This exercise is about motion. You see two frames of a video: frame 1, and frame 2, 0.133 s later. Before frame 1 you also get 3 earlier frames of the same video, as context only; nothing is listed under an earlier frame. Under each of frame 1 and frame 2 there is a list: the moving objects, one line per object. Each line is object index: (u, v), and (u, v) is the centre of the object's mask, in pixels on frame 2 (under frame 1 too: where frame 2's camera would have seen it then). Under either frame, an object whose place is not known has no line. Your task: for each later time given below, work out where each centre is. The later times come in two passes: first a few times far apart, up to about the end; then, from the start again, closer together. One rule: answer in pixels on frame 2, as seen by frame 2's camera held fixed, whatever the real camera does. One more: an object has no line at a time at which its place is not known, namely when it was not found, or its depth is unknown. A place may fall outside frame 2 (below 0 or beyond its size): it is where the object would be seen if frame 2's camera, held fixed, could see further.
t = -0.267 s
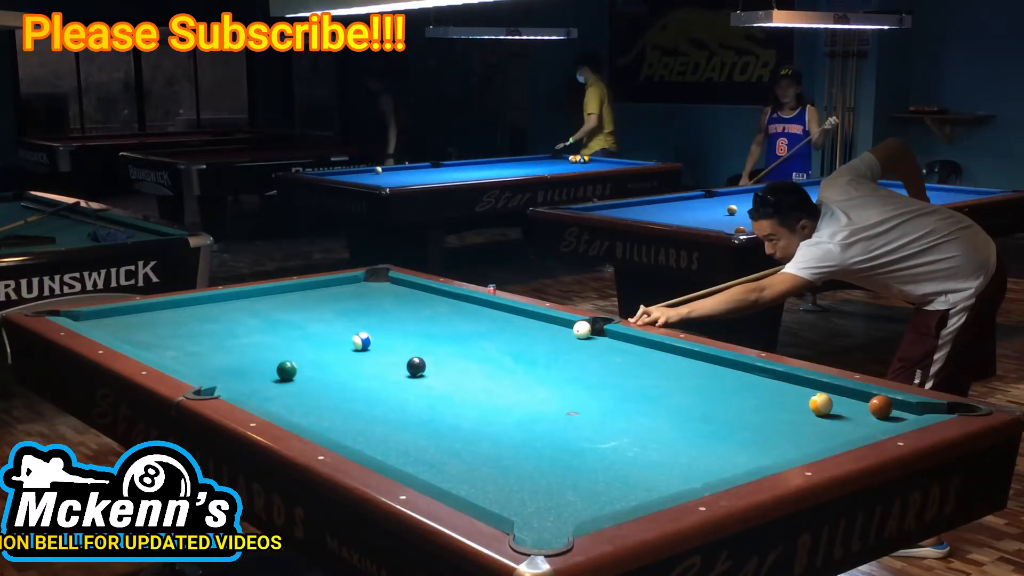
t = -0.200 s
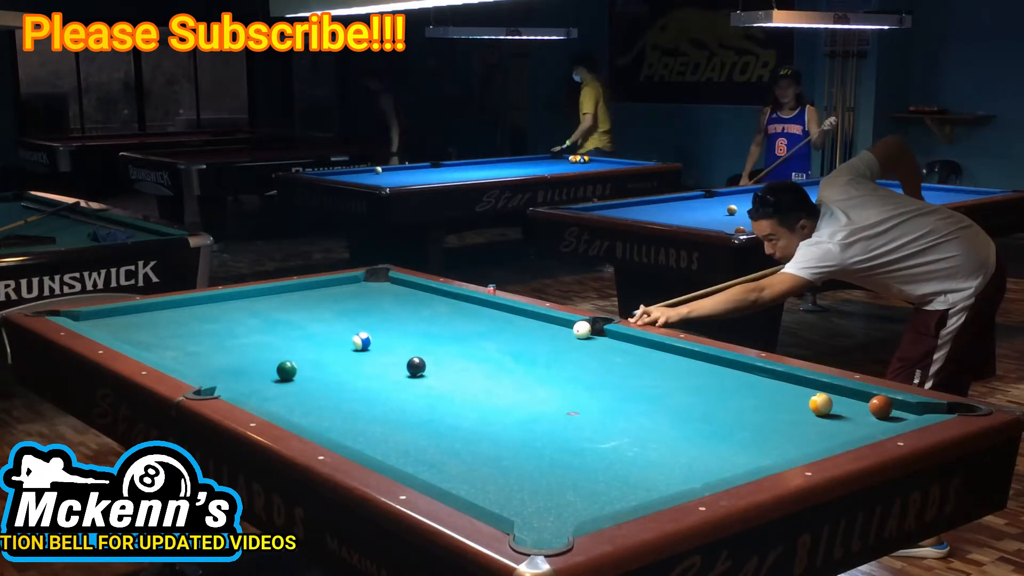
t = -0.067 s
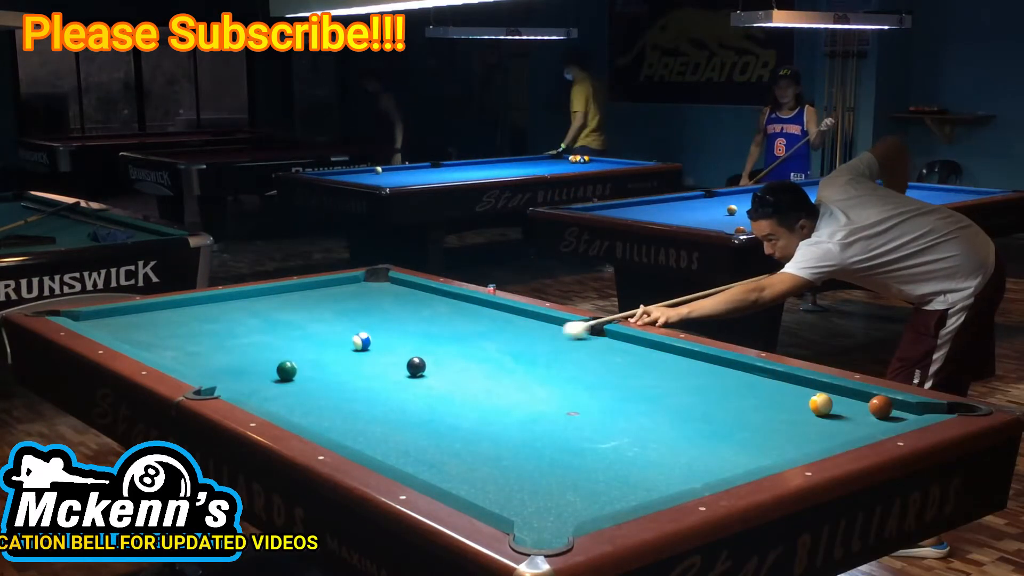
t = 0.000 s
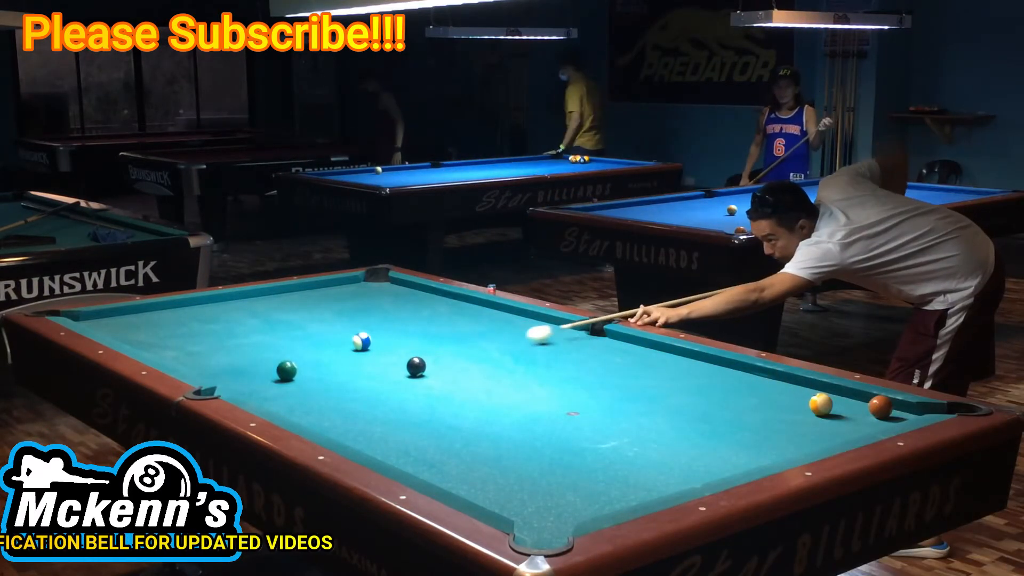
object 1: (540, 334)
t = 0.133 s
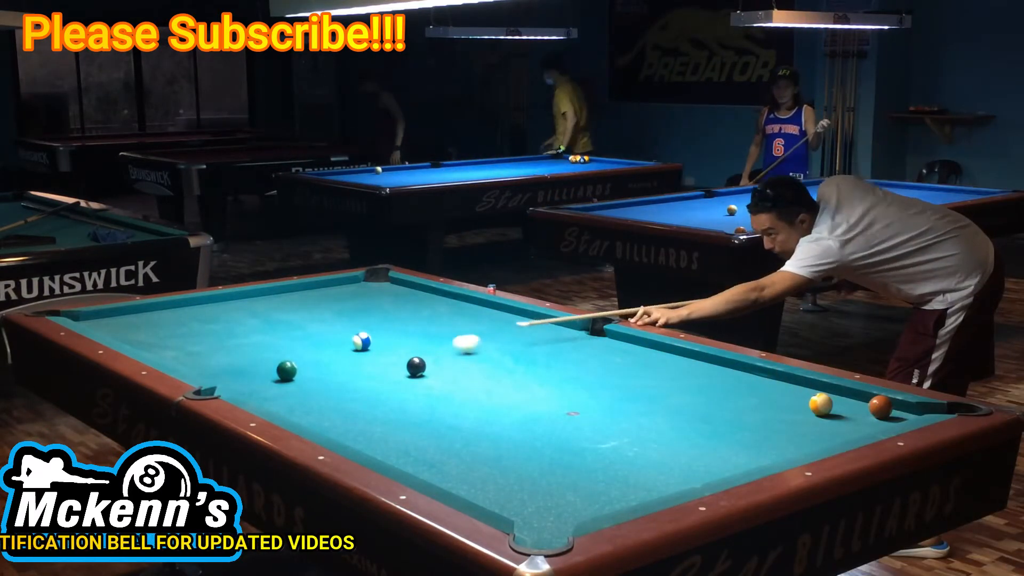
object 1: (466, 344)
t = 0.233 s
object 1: (408, 350)
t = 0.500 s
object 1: (269, 362)
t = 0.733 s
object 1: (180, 360)
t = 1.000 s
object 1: (180, 349)
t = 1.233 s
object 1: (191, 337)
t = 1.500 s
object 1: (203, 326)
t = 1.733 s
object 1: (212, 316)
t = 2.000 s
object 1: (222, 307)
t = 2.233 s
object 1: (230, 300)
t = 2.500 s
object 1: (243, 294)
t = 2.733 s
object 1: (265, 295)
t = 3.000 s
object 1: (289, 295)
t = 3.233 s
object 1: (308, 295)
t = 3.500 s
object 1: (328, 295)
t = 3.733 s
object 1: (345, 294)
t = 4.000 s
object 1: (363, 295)
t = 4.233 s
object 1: (377, 294)
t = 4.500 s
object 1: (392, 294)
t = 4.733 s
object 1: (403, 294)
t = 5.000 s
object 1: (414, 294)
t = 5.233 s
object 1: (423, 294)
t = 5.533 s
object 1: (432, 294)
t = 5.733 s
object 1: (437, 294)
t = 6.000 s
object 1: (442, 294)
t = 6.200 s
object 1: (445, 294)
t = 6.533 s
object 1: (447, 294)
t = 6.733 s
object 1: (447, 294)
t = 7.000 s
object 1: (447, 294)
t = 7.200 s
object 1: (447, 294)
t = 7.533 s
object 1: (447, 294)
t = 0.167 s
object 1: (447, 346)
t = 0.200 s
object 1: (429, 348)
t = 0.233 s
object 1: (408, 350)
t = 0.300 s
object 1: (369, 356)
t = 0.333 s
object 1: (348, 359)
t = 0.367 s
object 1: (328, 362)
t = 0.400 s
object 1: (307, 364)
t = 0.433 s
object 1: (293, 364)
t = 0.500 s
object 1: (269, 362)
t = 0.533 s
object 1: (256, 363)
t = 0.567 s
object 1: (243, 363)
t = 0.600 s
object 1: (230, 362)
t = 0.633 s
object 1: (218, 362)
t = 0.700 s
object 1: (192, 362)
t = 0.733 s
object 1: (180, 360)
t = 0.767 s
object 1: (169, 358)
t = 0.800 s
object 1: (169, 357)
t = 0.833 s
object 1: (171, 356)
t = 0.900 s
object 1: (174, 354)
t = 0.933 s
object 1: (176, 352)
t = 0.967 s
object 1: (178, 350)
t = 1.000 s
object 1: (180, 349)
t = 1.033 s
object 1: (181, 347)
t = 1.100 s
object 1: (185, 343)
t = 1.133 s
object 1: (186, 342)
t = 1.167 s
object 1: (188, 340)
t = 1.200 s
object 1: (190, 339)
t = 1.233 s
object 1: (191, 337)
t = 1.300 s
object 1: (194, 334)
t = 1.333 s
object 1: (196, 333)
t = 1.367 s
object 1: (197, 331)
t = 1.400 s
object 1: (199, 330)
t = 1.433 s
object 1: (200, 328)
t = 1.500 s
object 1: (203, 326)
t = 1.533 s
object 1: (204, 324)
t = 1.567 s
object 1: (206, 323)
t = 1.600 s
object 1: (207, 322)
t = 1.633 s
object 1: (209, 320)
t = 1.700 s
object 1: (211, 318)
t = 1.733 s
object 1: (212, 316)
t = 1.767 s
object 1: (214, 315)
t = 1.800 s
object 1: (215, 314)
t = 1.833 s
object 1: (216, 313)
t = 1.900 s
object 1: (218, 311)
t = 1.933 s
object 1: (220, 310)
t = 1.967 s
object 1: (221, 308)
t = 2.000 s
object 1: (222, 307)
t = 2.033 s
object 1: (223, 306)
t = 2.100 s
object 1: (225, 304)
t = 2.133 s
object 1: (227, 303)
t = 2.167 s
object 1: (228, 302)
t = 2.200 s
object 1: (229, 301)
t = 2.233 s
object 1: (230, 300)
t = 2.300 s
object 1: (232, 298)
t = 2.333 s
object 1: (233, 297)
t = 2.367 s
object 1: (234, 296)
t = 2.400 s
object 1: (235, 295)
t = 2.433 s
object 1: (237, 295)
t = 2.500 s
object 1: (243, 294)
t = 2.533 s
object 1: (246, 294)
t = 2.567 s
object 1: (249, 294)
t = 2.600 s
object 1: (252, 295)
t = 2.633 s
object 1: (255, 295)
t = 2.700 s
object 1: (262, 295)
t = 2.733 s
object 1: (265, 295)
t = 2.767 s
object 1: (268, 295)
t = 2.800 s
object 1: (271, 295)
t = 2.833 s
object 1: (274, 295)
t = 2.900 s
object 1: (280, 295)
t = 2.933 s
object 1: (283, 295)
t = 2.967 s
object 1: (286, 295)
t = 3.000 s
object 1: (289, 295)
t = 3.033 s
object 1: (291, 295)
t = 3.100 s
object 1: (297, 295)
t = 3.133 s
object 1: (300, 295)
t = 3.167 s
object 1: (303, 294)
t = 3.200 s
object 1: (305, 295)
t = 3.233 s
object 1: (308, 295)
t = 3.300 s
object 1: (313, 295)
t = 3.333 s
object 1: (316, 295)
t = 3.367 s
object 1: (318, 295)
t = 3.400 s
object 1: (321, 295)
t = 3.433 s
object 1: (323, 295)
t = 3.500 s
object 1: (328, 295)
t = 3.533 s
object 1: (331, 295)
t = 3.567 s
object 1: (333, 295)
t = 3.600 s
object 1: (336, 295)
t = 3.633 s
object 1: (338, 295)
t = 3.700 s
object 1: (343, 295)
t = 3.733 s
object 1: (345, 294)
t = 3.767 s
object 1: (347, 295)
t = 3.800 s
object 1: (350, 295)
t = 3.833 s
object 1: (352, 294)
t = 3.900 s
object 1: (356, 295)
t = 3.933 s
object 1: (359, 295)
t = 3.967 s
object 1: (361, 295)
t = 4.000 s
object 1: (363, 295)
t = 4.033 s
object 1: (365, 295)
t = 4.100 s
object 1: (369, 295)
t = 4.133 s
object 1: (371, 294)
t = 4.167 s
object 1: (373, 295)
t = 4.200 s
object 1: (375, 295)
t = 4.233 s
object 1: (377, 294)
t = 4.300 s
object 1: (380, 294)
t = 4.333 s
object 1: (383, 294)
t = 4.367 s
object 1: (385, 294)
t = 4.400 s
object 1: (386, 294)
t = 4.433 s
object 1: (388, 294)
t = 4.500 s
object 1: (392, 294)
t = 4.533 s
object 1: (393, 294)
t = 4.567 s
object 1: (395, 294)
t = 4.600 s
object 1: (397, 294)
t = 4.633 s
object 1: (398, 295)
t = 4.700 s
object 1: (401, 294)
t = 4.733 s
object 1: (403, 294)
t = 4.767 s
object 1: (405, 294)
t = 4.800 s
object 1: (406, 294)
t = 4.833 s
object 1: (407, 294)
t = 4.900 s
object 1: (410, 294)
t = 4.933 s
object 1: (412, 294)
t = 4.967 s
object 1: (413, 294)
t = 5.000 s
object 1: (414, 294)
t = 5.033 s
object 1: (416, 294)
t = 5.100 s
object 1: (418, 294)
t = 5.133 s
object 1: (419, 294)
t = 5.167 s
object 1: (421, 294)
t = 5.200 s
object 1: (422, 294)
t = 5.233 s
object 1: (423, 294)
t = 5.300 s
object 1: (425, 294)
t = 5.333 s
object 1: (426, 294)
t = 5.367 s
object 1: (427, 294)
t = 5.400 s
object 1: (428, 294)
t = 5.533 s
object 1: (432, 294)
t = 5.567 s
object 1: (433, 294)
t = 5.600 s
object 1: (434, 294)
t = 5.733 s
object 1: (437, 294)
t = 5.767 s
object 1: (438, 294)
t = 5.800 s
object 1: (439, 294)
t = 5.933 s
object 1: (441, 294)
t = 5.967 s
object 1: (442, 294)
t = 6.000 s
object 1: (442, 294)
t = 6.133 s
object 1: (444, 294)
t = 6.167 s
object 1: (445, 294)
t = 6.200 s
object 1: (445, 294)
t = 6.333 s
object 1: (446, 294)
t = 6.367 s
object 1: (447, 294)
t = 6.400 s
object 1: (447, 294)
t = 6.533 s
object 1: (447, 294)
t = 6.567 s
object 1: (447, 294)
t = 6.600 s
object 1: (447, 294)
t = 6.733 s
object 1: (447, 294)
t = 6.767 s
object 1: (447, 294)
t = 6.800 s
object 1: (447, 294)
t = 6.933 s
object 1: (447, 294)
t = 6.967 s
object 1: (447, 294)
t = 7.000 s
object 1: (447, 294)
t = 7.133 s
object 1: (447, 294)
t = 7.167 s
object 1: (447, 294)
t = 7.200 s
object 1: (447, 294)
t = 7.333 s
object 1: (447, 294)
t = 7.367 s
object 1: (447, 294)
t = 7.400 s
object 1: (447, 294)
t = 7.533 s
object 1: (447, 294)
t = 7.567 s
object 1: (447, 294)
